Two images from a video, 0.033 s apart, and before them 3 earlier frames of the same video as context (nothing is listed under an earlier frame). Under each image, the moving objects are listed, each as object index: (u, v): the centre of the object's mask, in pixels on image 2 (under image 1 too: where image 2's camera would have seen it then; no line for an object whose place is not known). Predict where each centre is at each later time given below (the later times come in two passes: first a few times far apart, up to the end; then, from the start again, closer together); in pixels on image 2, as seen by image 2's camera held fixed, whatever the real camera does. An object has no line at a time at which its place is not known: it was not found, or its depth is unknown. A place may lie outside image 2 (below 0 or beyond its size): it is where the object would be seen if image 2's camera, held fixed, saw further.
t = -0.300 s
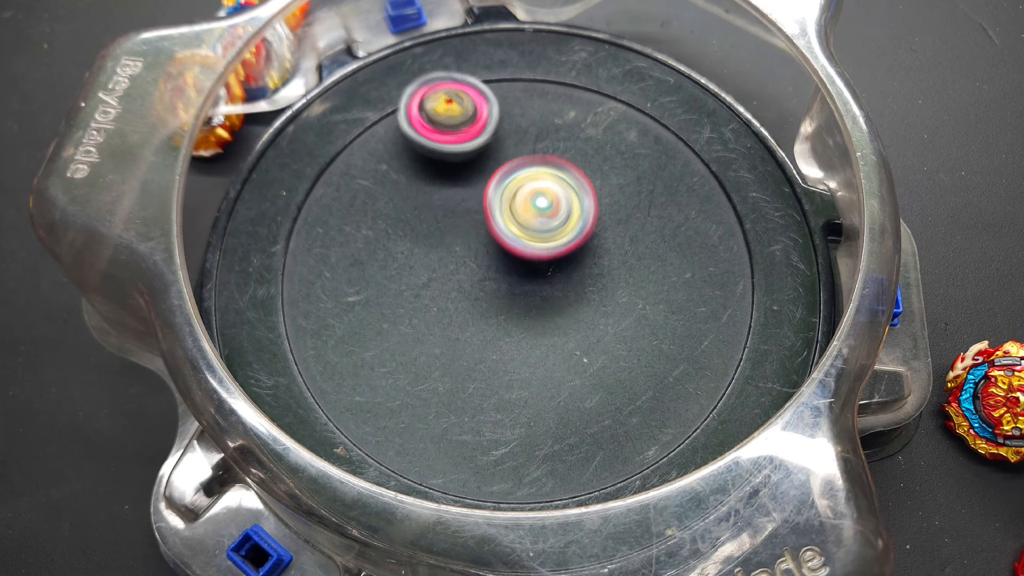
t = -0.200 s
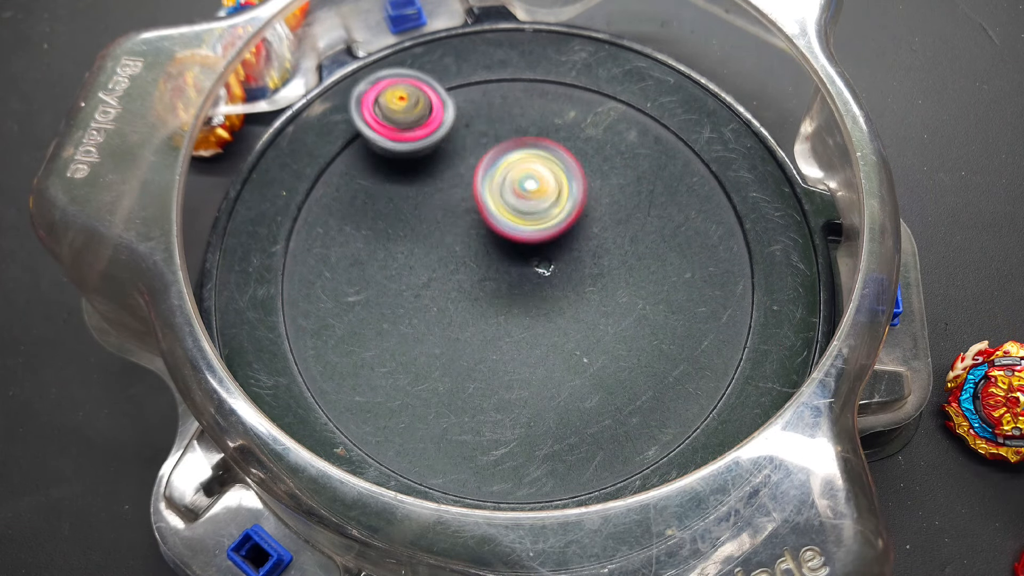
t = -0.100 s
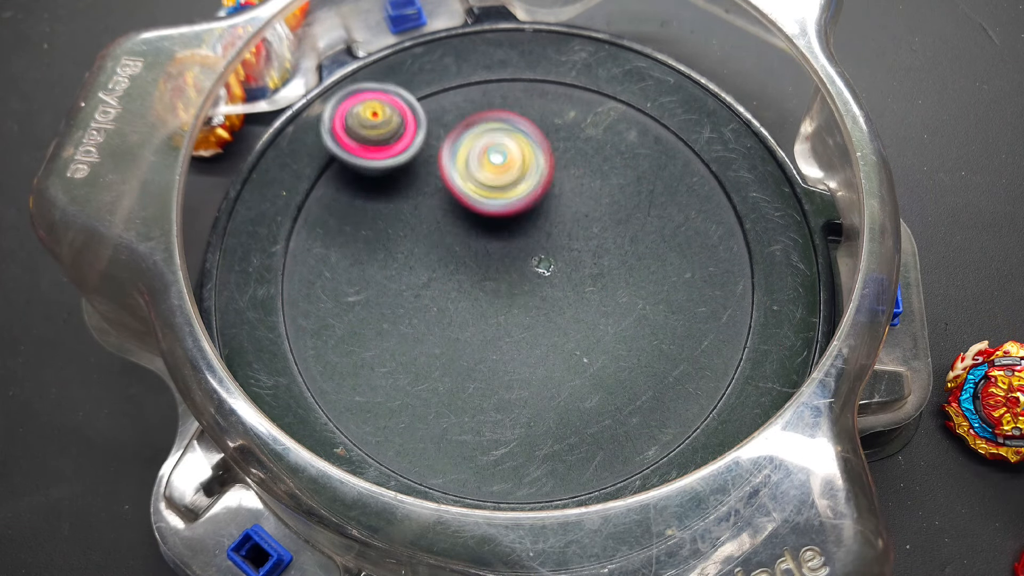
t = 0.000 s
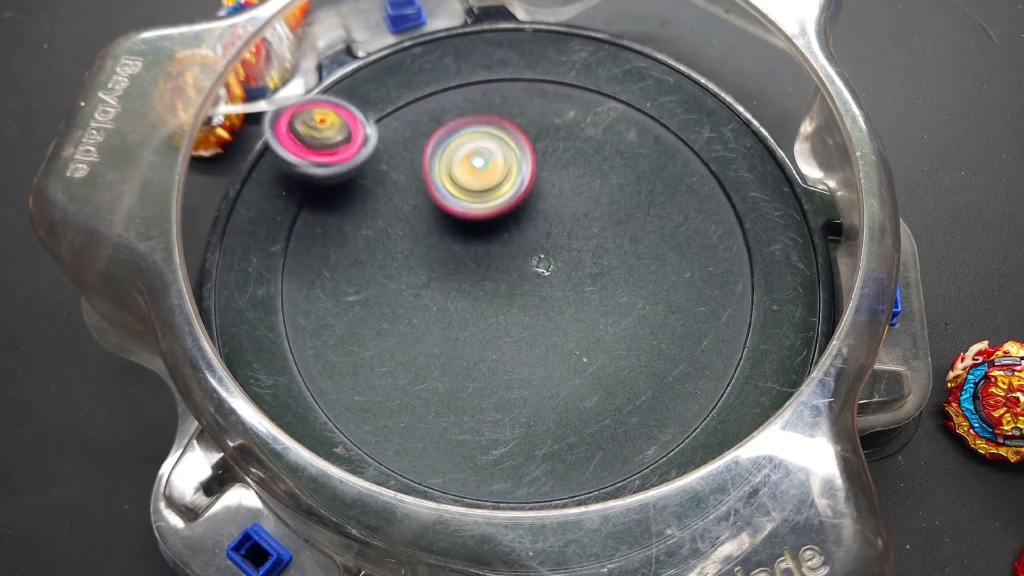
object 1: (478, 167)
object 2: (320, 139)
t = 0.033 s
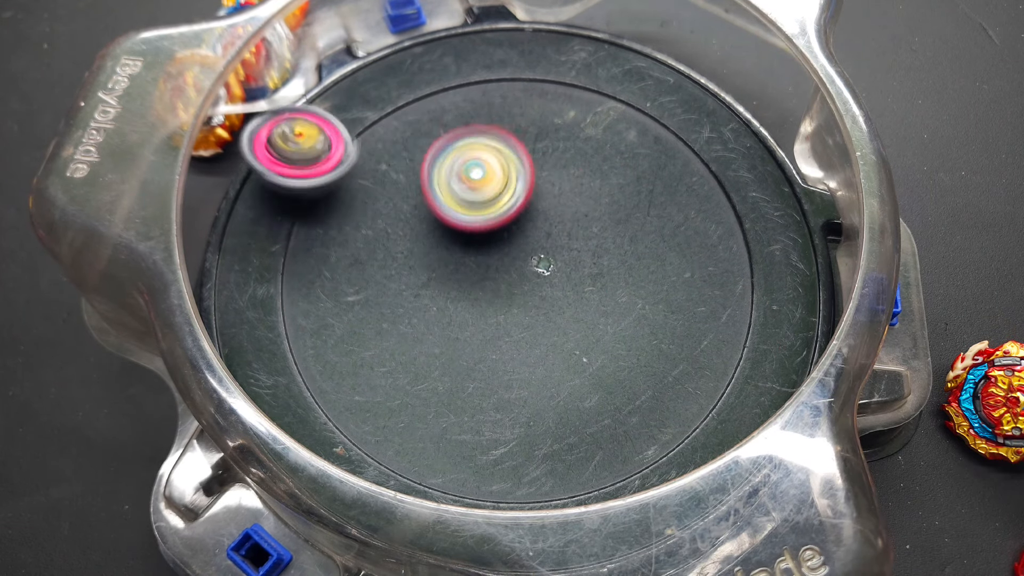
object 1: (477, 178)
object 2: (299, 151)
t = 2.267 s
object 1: (424, 150)
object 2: (452, 256)
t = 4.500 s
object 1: (473, 137)
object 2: (544, 248)
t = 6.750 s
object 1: (543, 354)
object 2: (555, 234)
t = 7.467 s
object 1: (428, 299)
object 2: (564, 267)
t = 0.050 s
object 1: (476, 183)
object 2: (292, 157)
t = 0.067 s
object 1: (475, 189)
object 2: (284, 160)
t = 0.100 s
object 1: (473, 203)
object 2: (273, 172)
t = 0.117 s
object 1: (474, 210)
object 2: (270, 176)
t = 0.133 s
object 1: (476, 218)
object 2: (265, 181)
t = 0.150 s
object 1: (480, 225)
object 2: (263, 184)
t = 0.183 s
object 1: (490, 239)
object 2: (258, 190)
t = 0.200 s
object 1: (496, 245)
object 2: (255, 193)
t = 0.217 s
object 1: (503, 251)
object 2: (254, 196)
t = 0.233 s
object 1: (512, 256)
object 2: (251, 197)
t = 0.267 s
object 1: (529, 263)
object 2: (248, 201)
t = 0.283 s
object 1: (538, 266)
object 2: (247, 204)
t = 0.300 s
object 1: (548, 268)
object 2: (247, 205)
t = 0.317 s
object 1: (557, 269)
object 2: (247, 209)
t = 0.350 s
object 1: (577, 266)
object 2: (250, 214)
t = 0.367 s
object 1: (585, 263)
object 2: (252, 216)
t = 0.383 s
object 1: (594, 260)
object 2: (255, 219)
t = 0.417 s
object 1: (609, 252)
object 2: (263, 225)
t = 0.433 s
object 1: (617, 245)
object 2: (267, 227)
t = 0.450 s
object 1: (623, 239)
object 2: (273, 231)
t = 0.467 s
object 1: (627, 232)
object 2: (279, 234)
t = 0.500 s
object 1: (632, 219)
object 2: (296, 245)
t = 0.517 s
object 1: (633, 212)
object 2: (305, 251)
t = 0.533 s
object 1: (633, 205)
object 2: (315, 255)
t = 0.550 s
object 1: (630, 199)
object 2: (324, 261)
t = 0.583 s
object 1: (620, 188)
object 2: (344, 270)
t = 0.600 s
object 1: (614, 185)
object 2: (355, 272)
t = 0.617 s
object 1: (607, 182)
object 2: (365, 277)
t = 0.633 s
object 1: (598, 180)
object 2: (376, 279)
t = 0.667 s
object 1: (579, 180)
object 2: (396, 283)
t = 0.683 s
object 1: (569, 181)
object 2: (406, 287)
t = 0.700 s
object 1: (560, 183)
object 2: (416, 287)
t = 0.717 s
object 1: (550, 187)
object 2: (425, 290)
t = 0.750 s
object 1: (531, 196)
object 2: (443, 292)
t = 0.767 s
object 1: (523, 202)
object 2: (452, 291)
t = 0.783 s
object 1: (517, 207)
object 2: (455, 293)
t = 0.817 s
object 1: (525, 206)
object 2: (439, 313)
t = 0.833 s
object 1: (529, 206)
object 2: (427, 330)
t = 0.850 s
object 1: (533, 207)
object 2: (420, 341)
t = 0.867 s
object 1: (537, 209)
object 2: (415, 352)
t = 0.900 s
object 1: (541, 217)
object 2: (411, 374)
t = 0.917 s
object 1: (541, 223)
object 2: (412, 382)
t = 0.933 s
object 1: (541, 230)
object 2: (415, 392)
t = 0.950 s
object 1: (541, 237)
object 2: (418, 401)
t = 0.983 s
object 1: (544, 253)
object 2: (425, 416)
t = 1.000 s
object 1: (545, 262)
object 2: (429, 421)
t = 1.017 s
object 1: (546, 271)
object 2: (432, 427)
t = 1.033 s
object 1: (548, 279)
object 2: (434, 431)
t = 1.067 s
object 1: (554, 294)
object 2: (440, 439)
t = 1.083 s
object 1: (558, 301)
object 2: (444, 443)
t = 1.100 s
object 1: (562, 306)
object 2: (447, 446)
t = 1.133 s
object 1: (574, 317)
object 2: (453, 450)
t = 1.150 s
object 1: (581, 321)
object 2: (458, 453)
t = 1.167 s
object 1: (586, 324)
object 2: (460, 454)
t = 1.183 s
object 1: (593, 327)
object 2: (464, 456)
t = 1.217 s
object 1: (609, 331)
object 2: (471, 458)
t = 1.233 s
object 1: (616, 332)
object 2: (475, 460)
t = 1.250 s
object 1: (624, 333)
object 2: (479, 460)
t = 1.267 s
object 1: (632, 334)
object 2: (483, 460)
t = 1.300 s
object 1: (647, 334)
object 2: (491, 461)
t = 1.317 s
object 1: (654, 335)
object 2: (495, 460)
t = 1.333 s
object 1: (663, 335)
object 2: (500, 460)
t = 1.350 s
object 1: (671, 335)
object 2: (503, 458)
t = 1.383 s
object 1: (683, 336)
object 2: (511, 455)
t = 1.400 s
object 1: (689, 335)
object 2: (514, 451)
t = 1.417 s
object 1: (694, 333)
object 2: (516, 447)
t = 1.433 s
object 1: (698, 332)
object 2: (517, 441)
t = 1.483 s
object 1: (705, 321)
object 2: (522, 423)
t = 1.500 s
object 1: (705, 316)
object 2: (522, 417)
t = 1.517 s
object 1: (704, 311)
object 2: (523, 411)
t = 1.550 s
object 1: (697, 300)
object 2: (524, 398)
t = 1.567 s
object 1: (691, 295)
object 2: (525, 393)
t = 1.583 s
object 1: (686, 291)
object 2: (525, 386)
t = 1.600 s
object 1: (679, 286)
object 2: (527, 380)
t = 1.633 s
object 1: (661, 278)
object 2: (528, 367)
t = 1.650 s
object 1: (653, 273)
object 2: (528, 360)
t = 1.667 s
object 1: (644, 270)
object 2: (530, 355)
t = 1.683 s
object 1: (634, 266)
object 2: (531, 349)
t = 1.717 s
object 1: (615, 260)
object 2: (533, 337)
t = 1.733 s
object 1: (610, 253)
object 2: (528, 335)
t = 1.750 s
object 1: (608, 245)
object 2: (521, 329)
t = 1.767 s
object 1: (606, 237)
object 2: (513, 324)
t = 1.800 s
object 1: (596, 224)
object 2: (502, 315)
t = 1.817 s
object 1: (589, 219)
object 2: (497, 311)
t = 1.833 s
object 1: (581, 215)
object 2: (493, 305)
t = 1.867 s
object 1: (563, 209)
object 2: (490, 294)
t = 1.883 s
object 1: (555, 206)
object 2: (488, 289)
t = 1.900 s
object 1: (558, 196)
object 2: (475, 294)
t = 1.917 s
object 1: (560, 186)
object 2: (464, 293)
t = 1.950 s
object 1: (560, 169)
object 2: (441, 298)
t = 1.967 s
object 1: (557, 163)
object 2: (433, 295)
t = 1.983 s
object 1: (554, 157)
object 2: (424, 296)
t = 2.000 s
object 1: (549, 152)
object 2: (418, 294)
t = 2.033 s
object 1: (534, 144)
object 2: (411, 290)
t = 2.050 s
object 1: (527, 140)
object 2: (411, 286)
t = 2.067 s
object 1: (519, 136)
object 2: (412, 284)
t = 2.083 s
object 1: (510, 134)
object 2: (413, 281)
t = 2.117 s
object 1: (494, 129)
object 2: (419, 277)
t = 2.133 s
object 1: (485, 129)
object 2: (423, 274)
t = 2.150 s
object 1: (478, 128)
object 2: (427, 273)
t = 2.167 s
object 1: (469, 129)
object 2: (429, 270)
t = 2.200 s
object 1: (453, 132)
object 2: (436, 266)
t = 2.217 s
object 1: (445, 135)
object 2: (440, 263)
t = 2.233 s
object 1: (437, 140)
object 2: (444, 262)
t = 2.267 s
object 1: (424, 150)
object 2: (452, 256)
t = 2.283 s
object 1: (418, 156)
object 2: (455, 256)
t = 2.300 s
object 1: (413, 157)
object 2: (458, 261)
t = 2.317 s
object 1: (407, 159)
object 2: (464, 265)
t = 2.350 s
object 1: (398, 168)
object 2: (474, 273)
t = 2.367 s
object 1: (394, 173)
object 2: (479, 275)
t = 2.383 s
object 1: (389, 181)
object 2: (484, 278)
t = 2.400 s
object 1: (387, 189)
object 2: (488, 279)
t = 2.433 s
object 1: (384, 205)
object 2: (497, 283)
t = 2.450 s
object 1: (384, 214)
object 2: (501, 283)
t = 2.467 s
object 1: (385, 222)
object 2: (507, 285)
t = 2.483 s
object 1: (387, 231)
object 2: (510, 286)
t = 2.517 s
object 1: (393, 247)
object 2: (519, 290)
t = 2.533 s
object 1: (397, 256)
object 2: (523, 291)
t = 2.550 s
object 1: (403, 264)
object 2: (528, 292)
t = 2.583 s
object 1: (414, 279)
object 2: (536, 294)
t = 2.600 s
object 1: (421, 286)
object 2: (540, 296)
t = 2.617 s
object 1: (423, 289)
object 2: (549, 298)
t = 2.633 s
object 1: (423, 294)
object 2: (562, 301)
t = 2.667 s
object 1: (428, 302)
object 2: (580, 306)
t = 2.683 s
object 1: (433, 307)
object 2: (588, 307)
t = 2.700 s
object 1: (440, 311)
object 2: (593, 309)
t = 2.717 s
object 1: (446, 315)
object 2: (596, 309)
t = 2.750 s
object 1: (463, 321)
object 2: (604, 311)
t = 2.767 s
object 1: (471, 323)
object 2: (607, 311)
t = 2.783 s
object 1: (480, 324)
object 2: (610, 311)
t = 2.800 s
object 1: (489, 324)
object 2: (612, 312)
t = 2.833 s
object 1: (497, 322)
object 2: (627, 313)
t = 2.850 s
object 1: (503, 320)
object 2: (632, 315)
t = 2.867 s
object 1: (508, 318)
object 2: (635, 316)
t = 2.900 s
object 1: (521, 310)
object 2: (643, 320)
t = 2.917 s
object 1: (518, 303)
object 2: (654, 322)
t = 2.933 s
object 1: (510, 293)
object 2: (673, 328)
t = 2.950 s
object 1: (502, 283)
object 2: (687, 333)
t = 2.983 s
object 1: (486, 270)
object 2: (710, 340)
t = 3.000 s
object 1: (479, 264)
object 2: (719, 342)
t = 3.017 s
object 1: (473, 260)
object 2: (725, 344)
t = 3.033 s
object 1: (466, 256)
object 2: (728, 347)
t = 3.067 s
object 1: (453, 249)
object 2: (725, 341)
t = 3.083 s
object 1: (446, 247)
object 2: (720, 339)
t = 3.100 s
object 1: (440, 244)
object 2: (717, 335)
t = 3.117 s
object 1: (434, 243)
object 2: (714, 333)
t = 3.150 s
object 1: (421, 240)
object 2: (704, 330)
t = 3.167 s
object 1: (415, 240)
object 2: (701, 328)
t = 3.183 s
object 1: (409, 240)
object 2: (696, 327)
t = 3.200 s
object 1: (403, 240)
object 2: (690, 326)
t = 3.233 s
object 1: (392, 242)
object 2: (681, 326)
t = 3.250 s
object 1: (387, 244)
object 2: (676, 327)
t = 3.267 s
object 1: (382, 246)
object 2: (673, 327)
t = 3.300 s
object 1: (373, 252)
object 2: (663, 327)
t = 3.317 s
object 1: (370, 256)
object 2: (659, 328)
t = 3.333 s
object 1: (367, 260)
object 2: (654, 328)
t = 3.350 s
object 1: (365, 265)
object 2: (649, 327)
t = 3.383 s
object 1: (365, 276)
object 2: (640, 326)
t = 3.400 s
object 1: (367, 281)
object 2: (635, 324)
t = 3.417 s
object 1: (370, 286)
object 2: (631, 322)
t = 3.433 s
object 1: (374, 290)
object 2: (626, 320)
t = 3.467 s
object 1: (385, 299)
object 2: (613, 314)
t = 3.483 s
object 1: (393, 302)
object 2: (608, 311)
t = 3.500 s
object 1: (401, 304)
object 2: (598, 306)
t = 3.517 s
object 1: (409, 305)
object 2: (590, 302)
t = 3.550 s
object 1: (427, 305)
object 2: (573, 291)
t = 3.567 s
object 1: (435, 304)
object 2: (563, 287)
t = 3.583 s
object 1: (444, 301)
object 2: (555, 281)
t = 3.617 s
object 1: (438, 291)
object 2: (564, 271)
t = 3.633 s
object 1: (427, 284)
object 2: (582, 266)
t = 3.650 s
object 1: (417, 278)
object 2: (596, 264)
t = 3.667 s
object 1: (412, 272)
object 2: (603, 256)
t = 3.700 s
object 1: (405, 259)
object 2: (621, 252)
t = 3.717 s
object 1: (405, 253)
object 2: (625, 248)
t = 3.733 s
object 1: (405, 248)
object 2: (629, 248)
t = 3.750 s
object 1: (406, 242)
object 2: (629, 245)
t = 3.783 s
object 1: (410, 233)
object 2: (630, 240)
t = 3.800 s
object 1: (412, 228)
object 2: (628, 238)
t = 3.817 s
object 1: (413, 223)
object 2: (627, 237)
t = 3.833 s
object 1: (415, 219)
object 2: (627, 235)
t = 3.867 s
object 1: (418, 209)
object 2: (626, 231)
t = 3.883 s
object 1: (421, 205)
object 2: (625, 231)
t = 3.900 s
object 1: (421, 201)
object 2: (625, 229)
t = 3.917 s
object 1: (423, 196)
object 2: (626, 227)
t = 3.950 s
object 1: (426, 188)
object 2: (626, 224)
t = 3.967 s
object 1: (426, 184)
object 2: (627, 222)
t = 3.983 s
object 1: (428, 180)
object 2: (628, 223)
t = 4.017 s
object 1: (430, 173)
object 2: (624, 223)
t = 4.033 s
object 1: (431, 170)
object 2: (623, 222)
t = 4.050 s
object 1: (432, 167)
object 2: (623, 223)
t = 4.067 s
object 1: (433, 163)
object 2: (621, 224)
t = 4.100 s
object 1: (435, 157)
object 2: (615, 224)
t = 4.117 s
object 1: (436, 155)
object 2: (614, 225)
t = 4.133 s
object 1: (437, 151)
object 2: (611, 227)
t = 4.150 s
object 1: (439, 150)
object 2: (608, 226)
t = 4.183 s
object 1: (441, 145)
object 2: (603, 228)
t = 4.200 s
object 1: (443, 143)
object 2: (600, 229)
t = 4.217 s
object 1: (444, 142)
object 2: (597, 229)
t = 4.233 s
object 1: (447, 140)
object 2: (593, 231)
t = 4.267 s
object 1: (450, 138)
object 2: (588, 231)
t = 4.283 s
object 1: (452, 138)
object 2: (585, 231)
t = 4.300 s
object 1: (455, 138)
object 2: (582, 232)
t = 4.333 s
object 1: (460, 138)
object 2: (576, 231)
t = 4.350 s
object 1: (461, 139)
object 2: (574, 231)
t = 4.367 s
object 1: (465, 141)
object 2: (570, 231)
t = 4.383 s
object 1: (467, 142)
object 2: (566, 230)
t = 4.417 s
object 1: (472, 145)
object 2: (559, 230)
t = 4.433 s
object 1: (476, 149)
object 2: (553, 228)
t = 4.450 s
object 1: (477, 148)
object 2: (549, 232)
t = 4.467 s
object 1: (476, 144)
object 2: (549, 236)
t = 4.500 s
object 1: (473, 137)
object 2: (544, 248)
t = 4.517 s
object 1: (471, 135)
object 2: (541, 252)
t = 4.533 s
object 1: (470, 133)
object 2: (536, 255)
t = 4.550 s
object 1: (468, 131)
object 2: (531, 257)
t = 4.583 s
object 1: (465, 131)
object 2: (523, 259)
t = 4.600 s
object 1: (464, 132)
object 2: (519, 259)
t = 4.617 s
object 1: (463, 134)
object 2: (516, 258)
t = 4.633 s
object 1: (462, 137)
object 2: (514, 258)
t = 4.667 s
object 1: (460, 143)
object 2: (512, 258)
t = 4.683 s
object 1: (460, 146)
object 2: (512, 256)
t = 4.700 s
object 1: (460, 152)
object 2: (509, 256)
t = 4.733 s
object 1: (461, 161)
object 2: (505, 256)
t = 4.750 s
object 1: (461, 161)
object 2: (503, 260)
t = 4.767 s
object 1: (462, 161)
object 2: (503, 266)
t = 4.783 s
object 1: (461, 160)
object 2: (501, 270)
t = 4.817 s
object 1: (462, 162)
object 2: (499, 276)
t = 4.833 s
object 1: (463, 165)
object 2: (496, 277)
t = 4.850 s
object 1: (463, 166)
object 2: (494, 277)
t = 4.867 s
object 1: (466, 169)
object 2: (492, 276)
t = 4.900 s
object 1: (468, 173)
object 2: (490, 280)
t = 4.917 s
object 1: (470, 168)
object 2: (485, 291)
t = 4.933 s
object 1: (472, 163)
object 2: (486, 298)
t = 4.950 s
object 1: (473, 162)
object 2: (488, 303)
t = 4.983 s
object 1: (477, 158)
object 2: (487, 316)
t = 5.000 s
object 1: (478, 156)
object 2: (486, 318)
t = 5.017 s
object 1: (480, 156)
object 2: (486, 321)
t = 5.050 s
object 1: (483, 156)
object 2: (485, 325)
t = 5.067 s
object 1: (484, 156)
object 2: (485, 328)
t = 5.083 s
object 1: (486, 157)
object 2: (484, 328)
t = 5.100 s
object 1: (487, 158)
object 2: (483, 330)
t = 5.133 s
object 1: (491, 162)
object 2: (481, 331)
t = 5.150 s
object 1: (493, 164)
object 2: (482, 331)
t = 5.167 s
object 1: (494, 168)
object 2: (482, 331)
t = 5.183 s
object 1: (496, 170)
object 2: (482, 330)
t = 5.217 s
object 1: (500, 178)
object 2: (481, 329)
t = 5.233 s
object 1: (502, 182)
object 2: (481, 328)
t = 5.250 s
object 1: (505, 185)
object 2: (480, 328)
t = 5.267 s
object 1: (507, 190)
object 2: (481, 327)
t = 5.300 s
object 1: (513, 198)
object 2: (480, 325)
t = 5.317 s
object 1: (515, 202)
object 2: (479, 322)
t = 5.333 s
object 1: (520, 206)
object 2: (480, 321)
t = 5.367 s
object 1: (526, 214)
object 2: (482, 318)
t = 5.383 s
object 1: (529, 219)
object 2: (485, 318)
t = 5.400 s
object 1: (536, 218)
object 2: (479, 321)
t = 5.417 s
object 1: (546, 215)
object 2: (471, 325)
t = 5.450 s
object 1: (563, 212)
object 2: (459, 332)
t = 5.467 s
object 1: (568, 212)
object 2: (455, 335)
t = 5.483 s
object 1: (574, 212)
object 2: (451, 334)
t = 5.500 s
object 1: (578, 212)
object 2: (450, 333)
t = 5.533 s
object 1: (588, 213)
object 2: (453, 330)
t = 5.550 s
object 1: (592, 212)
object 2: (454, 330)
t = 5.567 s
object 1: (597, 213)
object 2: (456, 330)
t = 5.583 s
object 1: (600, 213)
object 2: (457, 329)
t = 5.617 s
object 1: (609, 215)
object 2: (459, 329)
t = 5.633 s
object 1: (613, 215)
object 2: (461, 328)
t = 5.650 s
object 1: (617, 216)
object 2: (462, 326)
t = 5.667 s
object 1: (620, 217)
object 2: (465, 325)
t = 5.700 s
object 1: (627, 219)
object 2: (469, 324)
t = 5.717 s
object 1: (631, 220)
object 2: (472, 325)
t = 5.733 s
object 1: (633, 222)
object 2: (473, 324)
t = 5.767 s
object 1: (639, 225)
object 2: (477, 325)
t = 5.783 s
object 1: (641, 226)
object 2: (480, 323)
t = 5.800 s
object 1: (644, 228)
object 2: (484, 319)
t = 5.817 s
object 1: (645, 231)
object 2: (489, 317)
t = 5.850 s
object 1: (648, 235)
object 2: (497, 315)
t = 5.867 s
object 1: (649, 237)
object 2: (499, 314)
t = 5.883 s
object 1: (650, 239)
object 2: (503, 313)
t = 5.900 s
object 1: (650, 241)
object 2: (507, 311)
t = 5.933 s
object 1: (651, 247)
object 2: (516, 310)
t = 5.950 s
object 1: (650, 249)
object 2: (517, 311)
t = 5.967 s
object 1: (650, 252)
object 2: (520, 311)
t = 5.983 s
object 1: (649, 254)
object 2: (523, 309)
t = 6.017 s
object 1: (646, 260)
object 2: (532, 308)
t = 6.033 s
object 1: (644, 262)
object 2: (535, 308)
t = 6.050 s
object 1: (644, 265)
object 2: (531, 308)
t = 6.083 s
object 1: (648, 269)
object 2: (525, 306)
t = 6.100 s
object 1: (646, 270)
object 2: (523, 305)
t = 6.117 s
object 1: (646, 272)
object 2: (519, 304)
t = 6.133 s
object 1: (644, 274)
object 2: (516, 305)
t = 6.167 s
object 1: (640, 280)
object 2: (512, 301)
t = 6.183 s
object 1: (638, 282)
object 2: (511, 299)
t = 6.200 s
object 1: (636, 284)
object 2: (511, 298)
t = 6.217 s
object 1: (633, 287)
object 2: (509, 298)
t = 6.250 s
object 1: (627, 291)
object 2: (508, 296)
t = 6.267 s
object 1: (623, 293)
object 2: (508, 294)
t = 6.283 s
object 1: (621, 294)
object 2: (505, 292)
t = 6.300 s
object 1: (617, 297)
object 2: (503, 290)
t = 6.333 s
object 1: (611, 301)
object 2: (498, 286)
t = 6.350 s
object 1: (608, 302)
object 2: (496, 284)
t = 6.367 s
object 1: (606, 303)
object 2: (496, 282)
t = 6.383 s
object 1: (603, 305)
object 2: (496, 281)
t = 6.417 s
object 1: (601, 312)
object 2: (496, 276)
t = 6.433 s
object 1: (600, 313)
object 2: (494, 271)
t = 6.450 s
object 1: (601, 316)
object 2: (494, 266)
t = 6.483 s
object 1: (598, 319)
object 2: (497, 259)
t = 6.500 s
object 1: (596, 322)
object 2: (501, 257)
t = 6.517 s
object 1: (594, 322)
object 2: (502, 255)
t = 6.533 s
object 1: (592, 323)
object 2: (505, 253)
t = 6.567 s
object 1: (586, 324)
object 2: (507, 249)
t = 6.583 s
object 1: (583, 325)
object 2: (510, 247)
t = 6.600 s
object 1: (579, 325)
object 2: (512, 245)
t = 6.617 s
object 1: (576, 324)
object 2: (514, 244)
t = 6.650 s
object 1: (567, 327)
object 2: (517, 243)
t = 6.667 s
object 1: (563, 334)
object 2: (526, 238)
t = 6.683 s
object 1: (557, 340)
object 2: (534, 236)
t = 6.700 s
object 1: (553, 345)
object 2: (540, 235)
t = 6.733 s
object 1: (546, 352)
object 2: (550, 234)
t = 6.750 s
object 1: (543, 354)
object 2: (555, 234)
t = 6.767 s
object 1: (541, 358)
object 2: (558, 233)
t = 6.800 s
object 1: (537, 363)
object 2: (565, 234)
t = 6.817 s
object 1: (533, 367)
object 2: (568, 235)
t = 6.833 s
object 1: (531, 368)
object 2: (571, 234)
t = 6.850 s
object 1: (528, 371)
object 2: (572, 235)
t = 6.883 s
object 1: (521, 375)
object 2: (573, 238)
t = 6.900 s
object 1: (517, 377)
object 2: (574, 238)
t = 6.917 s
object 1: (513, 378)
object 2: (575, 238)
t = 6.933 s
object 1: (510, 379)
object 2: (575, 238)
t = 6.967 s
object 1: (501, 380)
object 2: (574, 241)
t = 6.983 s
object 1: (498, 380)
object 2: (573, 242)
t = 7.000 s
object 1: (493, 380)
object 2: (573, 242)
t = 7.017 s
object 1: (489, 380)
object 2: (573, 242)
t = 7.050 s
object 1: (481, 379)
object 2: (573, 244)
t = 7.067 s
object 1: (478, 377)
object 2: (572, 246)
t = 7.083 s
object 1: (474, 377)
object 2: (572, 248)
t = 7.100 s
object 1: (470, 374)
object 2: (570, 251)
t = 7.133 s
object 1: (463, 371)
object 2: (568, 255)
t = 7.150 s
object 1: (459, 368)
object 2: (567, 257)
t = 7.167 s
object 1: (457, 366)
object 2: (567, 259)
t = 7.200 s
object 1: (450, 360)
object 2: (565, 263)
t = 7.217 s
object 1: (448, 357)
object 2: (564, 264)
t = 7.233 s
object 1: (444, 355)
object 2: (563, 265)
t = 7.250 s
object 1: (442, 351)
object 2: (563, 266)
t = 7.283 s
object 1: (438, 344)
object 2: (563, 267)
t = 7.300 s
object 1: (436, 340)
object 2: (563, 267)
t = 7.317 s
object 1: (435, 336)
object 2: (564, 267)
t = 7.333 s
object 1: (433, 332)
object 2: (564, 267)
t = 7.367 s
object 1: (431, 324)
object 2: (564, 267)
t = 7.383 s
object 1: (430, 320)
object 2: (564, 267)
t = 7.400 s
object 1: (430, 315)
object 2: (564, 267)
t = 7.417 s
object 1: (429, 312)
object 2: (564, 267)
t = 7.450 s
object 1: (429, 303)
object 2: (564, 267)
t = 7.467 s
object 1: (428, 299)
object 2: (564, 267)
